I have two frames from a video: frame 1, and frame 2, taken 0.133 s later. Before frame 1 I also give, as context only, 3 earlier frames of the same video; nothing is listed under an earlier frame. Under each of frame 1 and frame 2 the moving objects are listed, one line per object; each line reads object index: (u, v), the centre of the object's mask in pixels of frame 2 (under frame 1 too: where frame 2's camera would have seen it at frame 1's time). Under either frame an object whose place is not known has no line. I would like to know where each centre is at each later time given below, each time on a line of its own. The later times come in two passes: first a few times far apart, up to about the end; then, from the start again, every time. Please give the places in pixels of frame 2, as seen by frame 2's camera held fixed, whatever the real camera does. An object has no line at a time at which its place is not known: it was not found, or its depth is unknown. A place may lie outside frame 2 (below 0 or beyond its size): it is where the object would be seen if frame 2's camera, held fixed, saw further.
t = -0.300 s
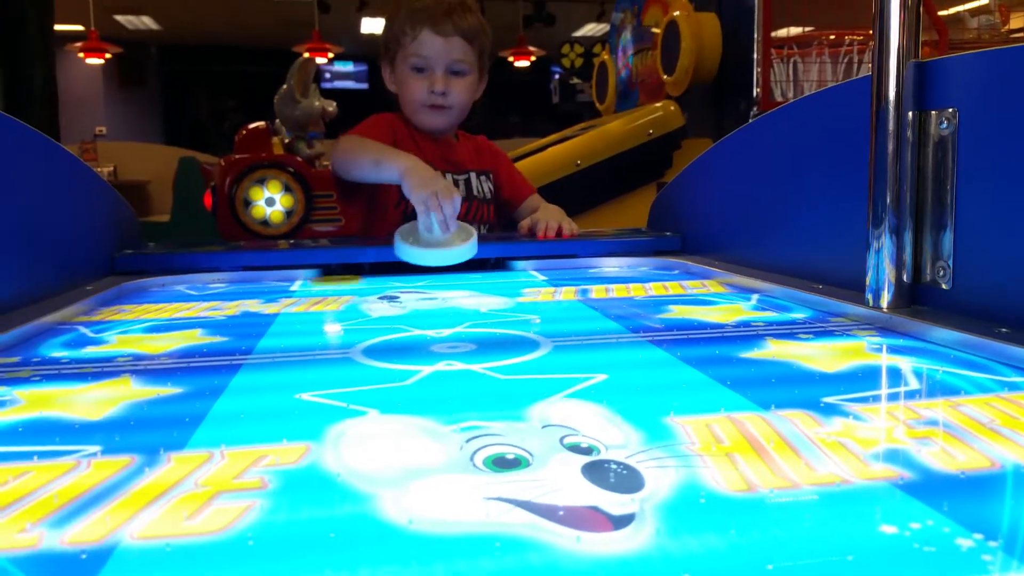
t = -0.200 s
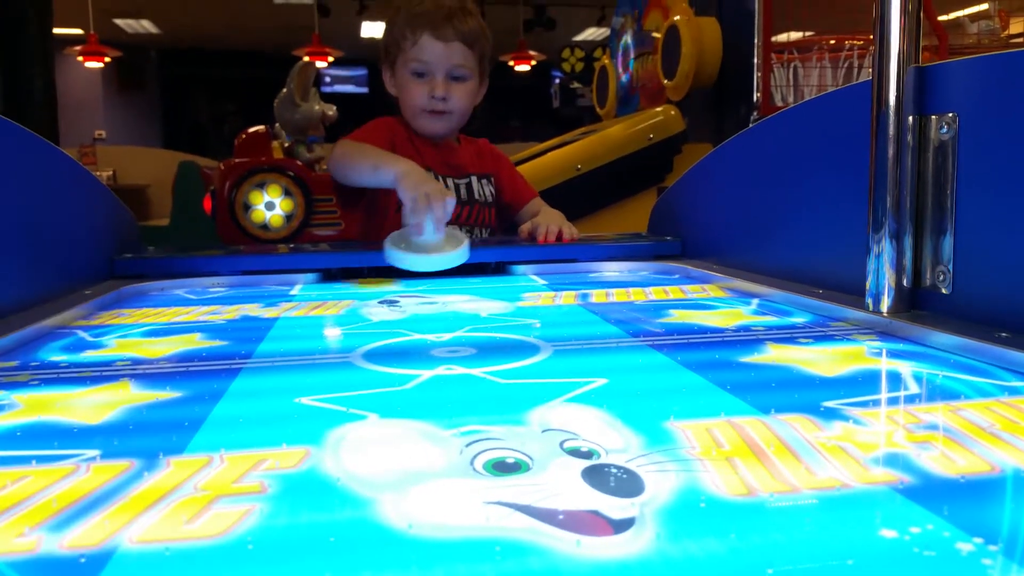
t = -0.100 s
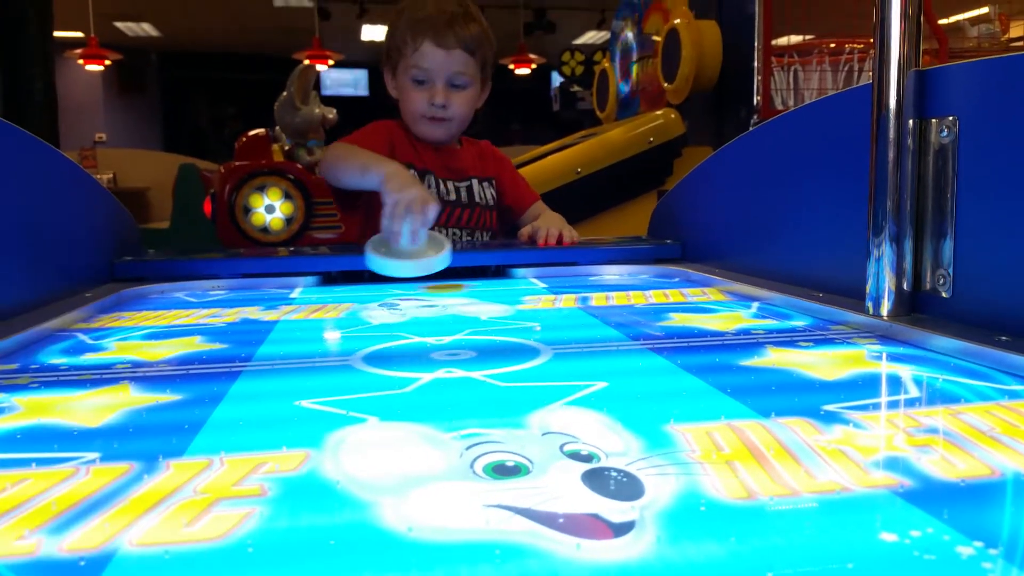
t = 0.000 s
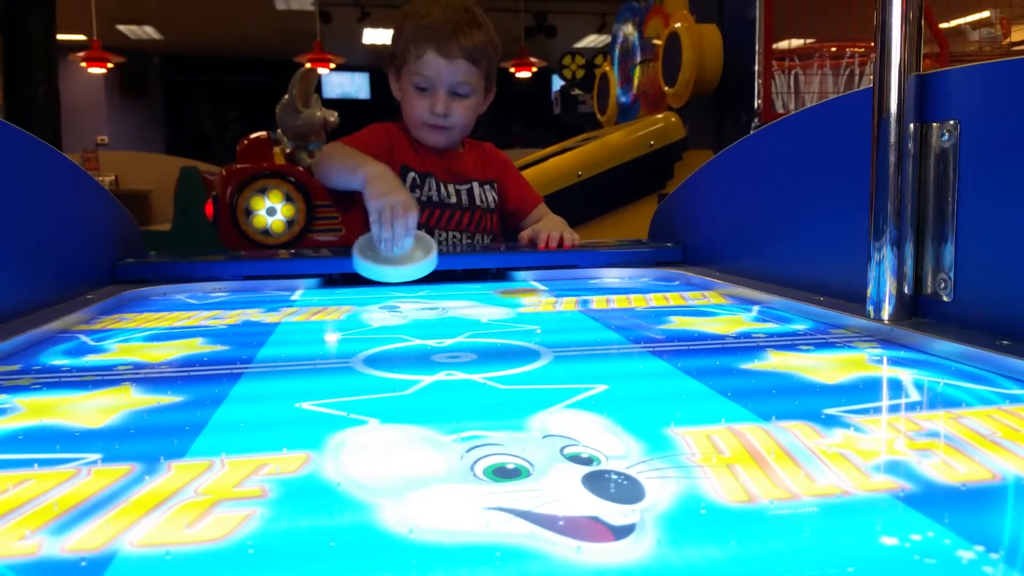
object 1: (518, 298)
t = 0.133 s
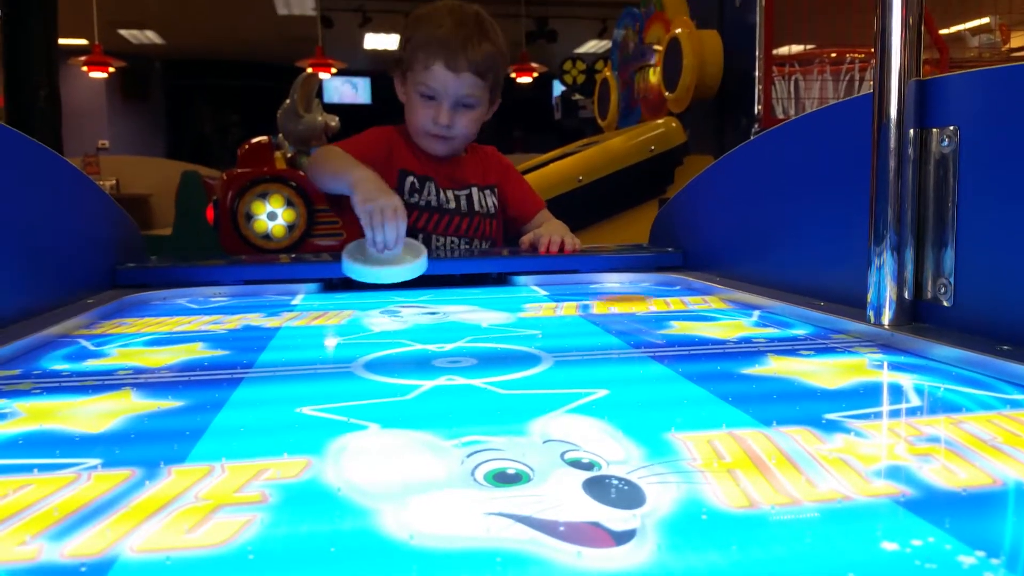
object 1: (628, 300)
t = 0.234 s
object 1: (710, 303)
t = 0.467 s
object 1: (617, 322)
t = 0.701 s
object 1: (483, 348)
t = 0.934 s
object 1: (288, 384)
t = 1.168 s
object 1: (17, 438)
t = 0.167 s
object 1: (656, 301)
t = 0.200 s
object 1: (689, 303)
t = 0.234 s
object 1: (710, 303)
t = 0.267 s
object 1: (705, 305)
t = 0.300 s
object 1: (690, 307)
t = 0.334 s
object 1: (678, 311)
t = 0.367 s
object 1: (661, 313)
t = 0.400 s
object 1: (645, 316)
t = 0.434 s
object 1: (633, 319)
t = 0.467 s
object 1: (617, 322)
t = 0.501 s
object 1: (601, 325)
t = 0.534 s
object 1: (583, 329)
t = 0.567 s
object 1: (566, 332)
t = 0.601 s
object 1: (546, 335)
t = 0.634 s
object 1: (527, 339)
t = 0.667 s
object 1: (505, 344)
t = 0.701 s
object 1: (483, 348)
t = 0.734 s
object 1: (459, 353)
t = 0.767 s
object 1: (435, 357)
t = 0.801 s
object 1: (411, 362)
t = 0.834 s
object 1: (382, 367)
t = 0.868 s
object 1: (355, 372)
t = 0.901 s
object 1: (324, 377)
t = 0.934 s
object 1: (288, 384)
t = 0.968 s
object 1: (253, 391)
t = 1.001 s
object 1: (216, 398)
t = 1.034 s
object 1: (177, 406)
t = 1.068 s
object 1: (135, 414)
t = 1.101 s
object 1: (90, 422)
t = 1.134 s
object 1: (45, 431)
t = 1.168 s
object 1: (17, 438)
